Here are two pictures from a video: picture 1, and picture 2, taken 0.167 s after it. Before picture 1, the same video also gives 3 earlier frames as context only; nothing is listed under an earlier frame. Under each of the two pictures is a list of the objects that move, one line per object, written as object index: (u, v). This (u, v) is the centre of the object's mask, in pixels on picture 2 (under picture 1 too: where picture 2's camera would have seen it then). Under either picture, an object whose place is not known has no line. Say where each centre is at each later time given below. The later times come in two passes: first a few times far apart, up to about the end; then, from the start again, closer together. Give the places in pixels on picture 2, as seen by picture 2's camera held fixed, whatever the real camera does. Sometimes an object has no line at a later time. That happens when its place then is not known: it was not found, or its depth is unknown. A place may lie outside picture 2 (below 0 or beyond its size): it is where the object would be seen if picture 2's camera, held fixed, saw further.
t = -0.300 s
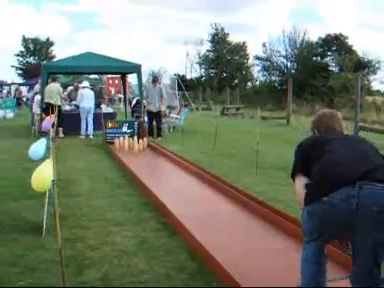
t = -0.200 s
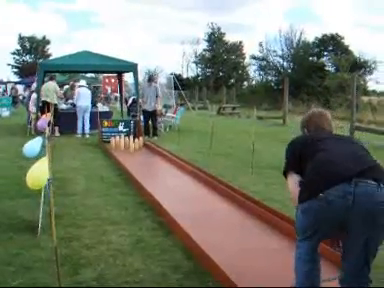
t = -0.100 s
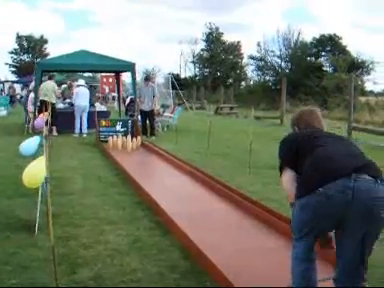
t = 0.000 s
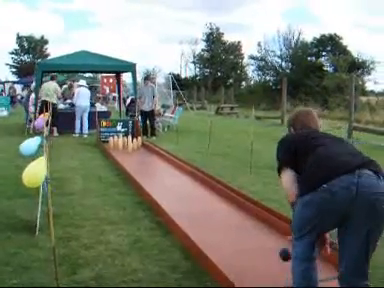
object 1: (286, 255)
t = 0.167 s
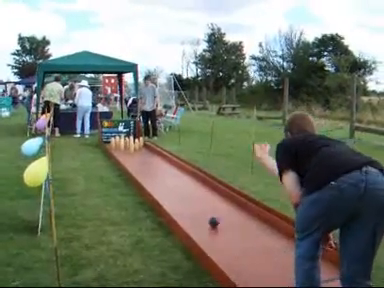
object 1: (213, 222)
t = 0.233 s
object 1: (194, 209)
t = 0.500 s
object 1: (148, 176)
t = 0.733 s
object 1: (125, 160)
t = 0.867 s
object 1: (117, 153)
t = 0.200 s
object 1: (203, 216)
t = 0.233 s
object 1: (194, 209)
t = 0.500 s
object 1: (148, 176)
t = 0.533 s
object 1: (144, 173)
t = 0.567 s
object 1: (140, 171)
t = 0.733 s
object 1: (125, 160)
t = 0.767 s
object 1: (123, 158)
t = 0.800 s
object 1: (121, 157)
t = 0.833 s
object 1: (119, 155)
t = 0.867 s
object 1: (117, 153)
